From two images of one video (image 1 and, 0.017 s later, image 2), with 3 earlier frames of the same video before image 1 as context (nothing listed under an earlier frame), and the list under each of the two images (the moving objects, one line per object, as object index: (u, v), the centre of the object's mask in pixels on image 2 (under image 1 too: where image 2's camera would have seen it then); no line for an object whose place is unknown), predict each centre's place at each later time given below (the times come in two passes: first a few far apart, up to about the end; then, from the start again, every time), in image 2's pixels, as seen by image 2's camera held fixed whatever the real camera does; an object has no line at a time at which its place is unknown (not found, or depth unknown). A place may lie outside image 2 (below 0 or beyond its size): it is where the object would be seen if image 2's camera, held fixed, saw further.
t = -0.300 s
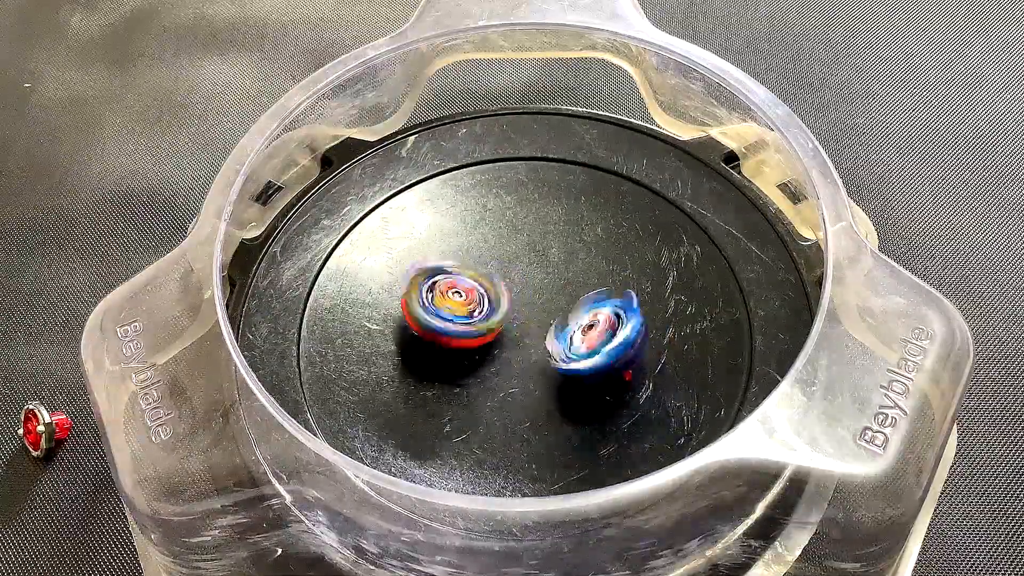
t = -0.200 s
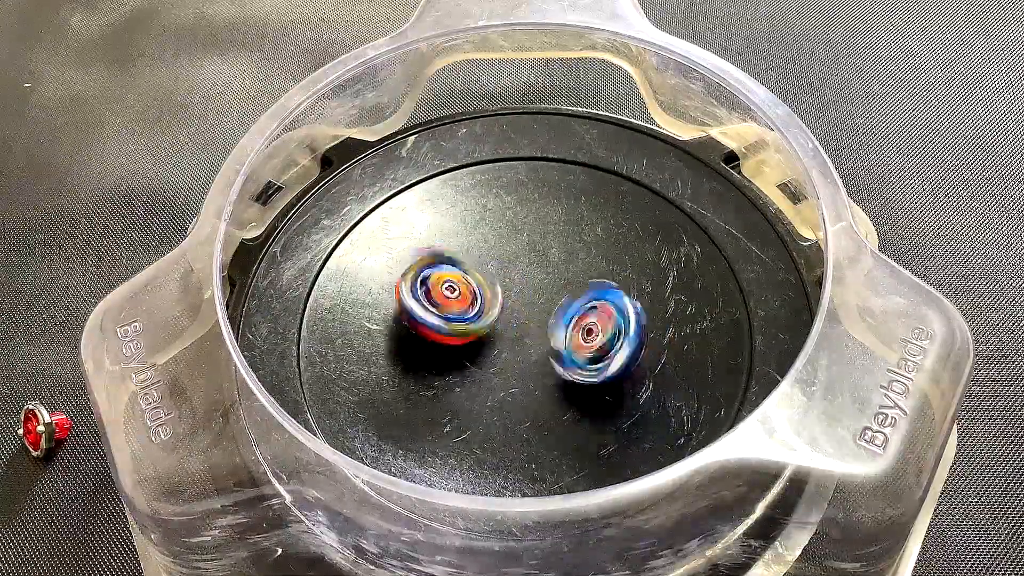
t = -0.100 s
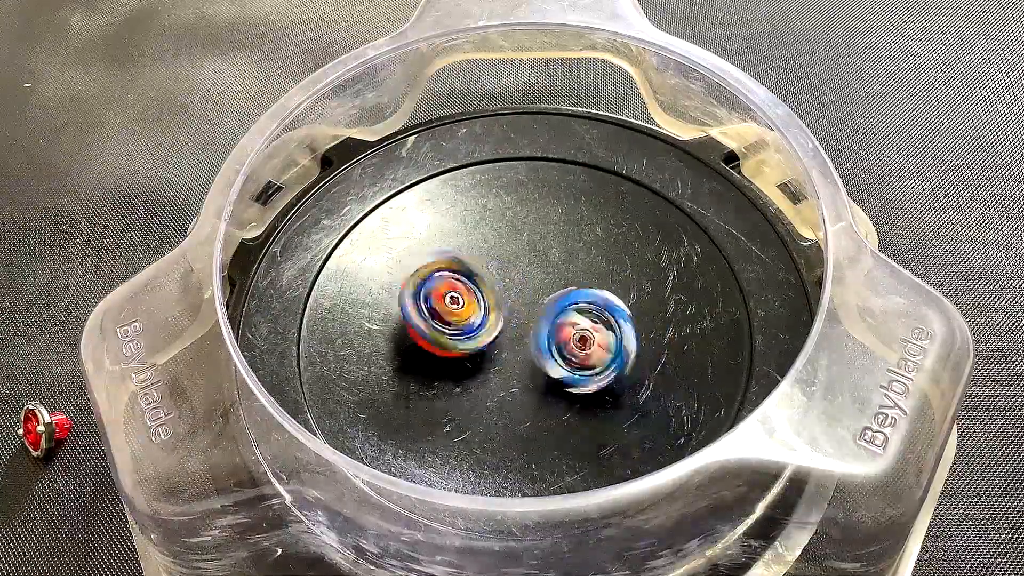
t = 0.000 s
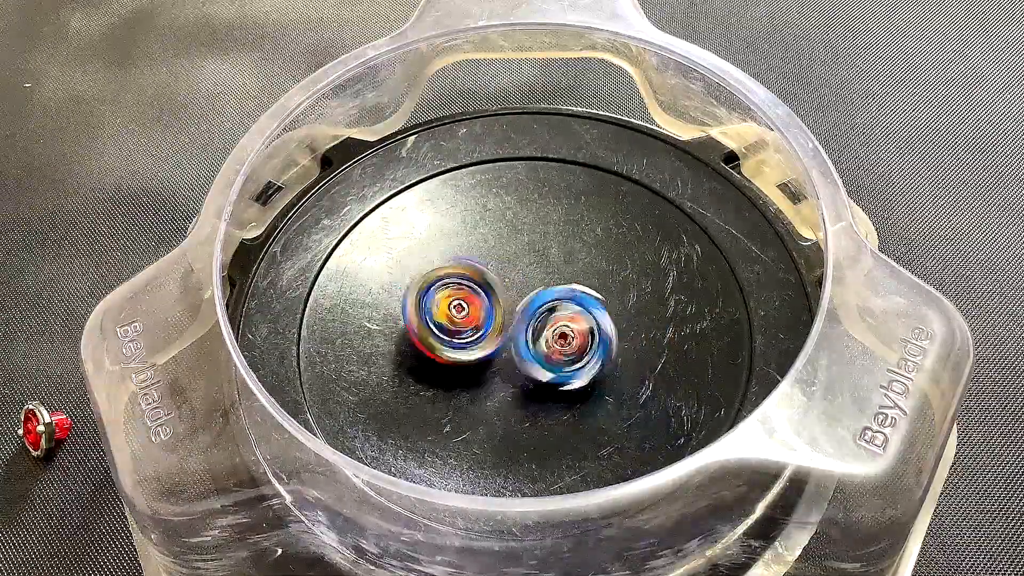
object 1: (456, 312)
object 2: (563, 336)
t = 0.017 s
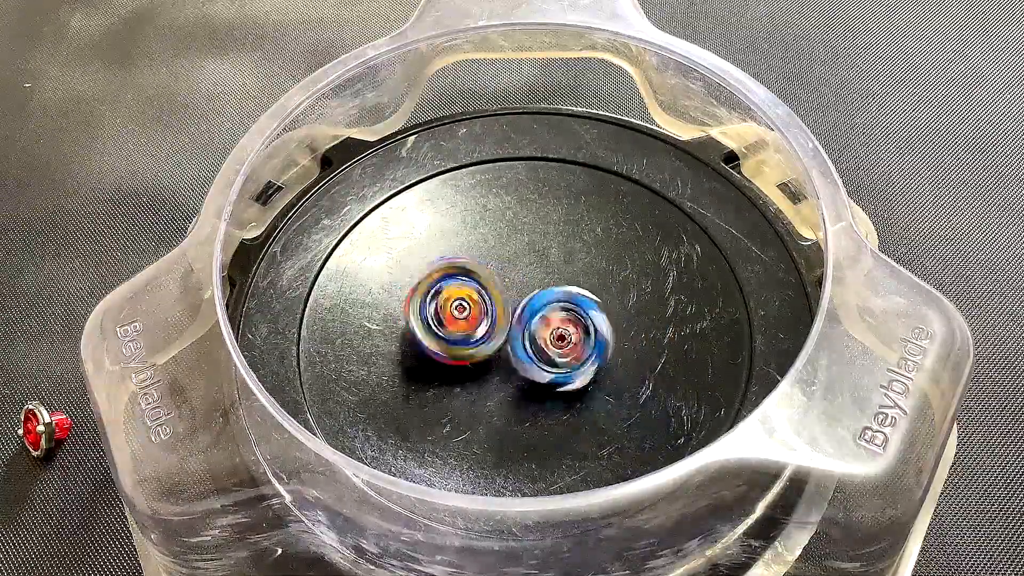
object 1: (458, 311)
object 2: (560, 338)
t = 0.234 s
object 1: (483, 288)
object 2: (579, 346)
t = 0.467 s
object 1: (525, 244)
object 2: (589, 346)
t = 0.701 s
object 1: (535, 244)
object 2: (555, 351)
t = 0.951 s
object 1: (522, 220)
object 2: (535, 423)
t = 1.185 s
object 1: (553, 277)
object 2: (524, 422)
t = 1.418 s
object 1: (629, 353)
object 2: (488, 374)
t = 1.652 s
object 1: (629, 342)
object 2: (490, 364)
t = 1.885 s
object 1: (602, 334)
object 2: (471, 353)
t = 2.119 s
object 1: (595, 323)
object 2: (470, 334)
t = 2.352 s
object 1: (559, 290)
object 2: (470, 335)
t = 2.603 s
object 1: (536, 269)
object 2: (468, 337)
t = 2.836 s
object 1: (548, 275)
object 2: (465, 337)
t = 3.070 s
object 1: (552, 296)
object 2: (465, 336)
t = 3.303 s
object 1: (551, 329)
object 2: (458, 340)
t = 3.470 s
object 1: (544, 350)
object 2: (458, 340)
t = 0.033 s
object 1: (459, 312)
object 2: (563, 336)
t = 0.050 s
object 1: (459, 311)
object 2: (561, 334)
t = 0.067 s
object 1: (461, 309)
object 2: (559, 332)
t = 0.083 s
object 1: (464, 307)
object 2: (559, 332)
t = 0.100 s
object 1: (466, 304)
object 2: (558, 333)
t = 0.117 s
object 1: (467, 301)
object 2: (561, 338)
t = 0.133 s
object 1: (469, 299)
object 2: (565, 339)
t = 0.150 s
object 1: (469, 297)
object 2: (567, 341)
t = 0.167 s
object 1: (471, 294)
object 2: (570, 340)
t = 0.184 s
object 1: (474, 291)
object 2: (572, 339)
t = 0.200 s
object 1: (478, 290)
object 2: (575, 342)
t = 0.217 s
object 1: (482, 289)
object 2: (577, 345)
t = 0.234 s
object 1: (483, 288)
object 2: (579, 346)
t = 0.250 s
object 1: (487, 285)
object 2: (579, 344)
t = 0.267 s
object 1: (490, 283)
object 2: (579, 344)
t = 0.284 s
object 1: (494, 282)
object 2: (580, 345)
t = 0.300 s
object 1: (499, 280)
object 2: (581, 343)
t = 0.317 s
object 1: (502, 277)
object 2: (580, 341)
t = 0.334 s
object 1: (505, 274)
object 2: (580, 340)
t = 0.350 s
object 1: (508, 268)
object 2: (582, 338)
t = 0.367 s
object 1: (510, 264)
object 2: (583, 337)
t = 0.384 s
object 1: (511, 260)
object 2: (585, 338)
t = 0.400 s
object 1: (513, 254)
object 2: (589, 338)
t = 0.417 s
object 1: (516, 252)
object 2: (590, 340)
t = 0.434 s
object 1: (519, 249)
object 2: (591, 342)
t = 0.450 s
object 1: (522, 244)
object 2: (591, 345)
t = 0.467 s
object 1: (525, 244)
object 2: (589, 346)
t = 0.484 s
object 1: (528, 241)
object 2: (586, 350)
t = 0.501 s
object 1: (530, 240)
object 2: (583, 354)
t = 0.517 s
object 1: (533, 240)
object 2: (581, 359)
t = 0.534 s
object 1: (535, 238)
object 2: (581, 362)
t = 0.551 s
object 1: (537, 239)
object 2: (581, 361)
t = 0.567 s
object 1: (538, 237)
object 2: (579, 358)
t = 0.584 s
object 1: (539, 238)
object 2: (575, 357)
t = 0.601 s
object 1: (540, 238)
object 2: (573, 359)
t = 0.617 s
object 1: (539, 239)
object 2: (571, 359)
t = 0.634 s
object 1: (538, 239)
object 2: (568, 356)
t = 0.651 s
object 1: (538, 241)
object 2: (564, 356)
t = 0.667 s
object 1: (537, 241)
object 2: (562, 357)
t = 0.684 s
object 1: (537, 243)
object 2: (558, 354)
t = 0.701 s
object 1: (535, 244)
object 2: (555, 351)
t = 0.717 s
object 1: (533, 245)
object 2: (554, 351)
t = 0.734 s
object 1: (533, 246)
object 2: (550, 346)
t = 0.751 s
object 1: (531, 247)
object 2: (546, 342)
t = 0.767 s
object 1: (531, 248)
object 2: (545, 341)
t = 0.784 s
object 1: (531, 249)
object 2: (542, 342)
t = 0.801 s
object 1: (530, 245)
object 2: (543, 351)
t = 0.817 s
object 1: (530, 237)
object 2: (543, 360)
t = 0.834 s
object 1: (528, 231)
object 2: (543, 369)
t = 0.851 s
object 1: (528, 227)
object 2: (542, 380)
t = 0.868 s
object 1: (525, 223)
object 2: (542, 389)
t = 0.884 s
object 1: (524, 220)
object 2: (541, 396)
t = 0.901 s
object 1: (523, 219)
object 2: (539, 402)
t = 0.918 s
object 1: (523, 219)
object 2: (538, 410)
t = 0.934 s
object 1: (522, 220)
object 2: (537, 417)
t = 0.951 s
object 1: (522, 220)
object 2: (535, 423)
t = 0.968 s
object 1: (522, 221)
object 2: (533, 427)
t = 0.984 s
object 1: (523, 223)
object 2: (530, 430)
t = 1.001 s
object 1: (524, 225)
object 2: (529, 432)
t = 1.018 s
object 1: (526, 227)
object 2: (527, 434)
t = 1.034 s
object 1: (528, 230)
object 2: (526, 436)
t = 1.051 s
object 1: (531, 235)
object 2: (525, 437)
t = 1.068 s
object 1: (532, 237)
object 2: (524, 437)
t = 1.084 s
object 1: (535, 243)
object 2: (523, 437)
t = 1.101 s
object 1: (538, 246)
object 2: (522, 435)
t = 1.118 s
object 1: (541, 252)
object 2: (522, 434)
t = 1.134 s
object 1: (545, 257)
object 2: (523, 432)
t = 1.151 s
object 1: (547, 264)
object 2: (523, 429)
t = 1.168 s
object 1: (551, 268)
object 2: (524, 426)
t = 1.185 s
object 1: (553, 277)
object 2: (524, 422)
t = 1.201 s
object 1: (557, 282)
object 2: (524, 419)
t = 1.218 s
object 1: (560, 290)
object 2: (525, 416)
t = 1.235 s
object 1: (565, 296)
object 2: (525, 414)
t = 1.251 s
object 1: (568, 304)
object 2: (525, 410)
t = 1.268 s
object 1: (573, 309)
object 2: (526, 403)
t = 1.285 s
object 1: (577, 317)
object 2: (525, 397)
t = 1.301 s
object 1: (579, 325)
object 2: (522, 392)
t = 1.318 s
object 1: (585, 331)
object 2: (516, 388)
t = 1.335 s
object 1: (596, 333)
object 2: (511, 386)
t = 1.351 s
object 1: (602, 339)
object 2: (505, 385)
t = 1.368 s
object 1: (609, 342)
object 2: (499, 383)
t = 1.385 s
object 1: (616, 345)
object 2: (495, 380)
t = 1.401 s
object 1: (622, 348)
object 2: (492, 378)
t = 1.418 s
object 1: (629, 353)
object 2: (488, 374)
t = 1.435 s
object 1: (631, 355)
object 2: (487, 372)
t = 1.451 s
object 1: (637, 356)
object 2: (486, 370)
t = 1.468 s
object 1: (638, 360)
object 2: (486, 368)
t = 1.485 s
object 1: (639, 359)
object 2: (487, 366)
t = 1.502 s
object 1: (639, 361)
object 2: (487, 365)
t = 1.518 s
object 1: (639, 360)
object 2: (488, 364)
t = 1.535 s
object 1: (639, 360)
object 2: (488, 364)
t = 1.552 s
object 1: (637, 359)
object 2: (489, 364)
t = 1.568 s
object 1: (636, 357)
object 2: (489, 364)
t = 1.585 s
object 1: (633, 356)
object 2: (490, 364)
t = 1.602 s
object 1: (633, 352)
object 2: (490, 364)
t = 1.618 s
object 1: (632, 350)
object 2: (490, 364)
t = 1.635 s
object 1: (629, 347)
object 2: (490, 364)
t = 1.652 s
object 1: (629, 342)
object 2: (490, 364)
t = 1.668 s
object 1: (626, 341)
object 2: (490, 364)
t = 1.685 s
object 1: (624, 338)
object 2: (490, 364)
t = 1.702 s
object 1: (621, 336)
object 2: (490, 364)
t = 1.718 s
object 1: (619, 334)
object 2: (490, 364)
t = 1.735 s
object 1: (617, 332)
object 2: (490, 363)
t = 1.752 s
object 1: (613, 331)
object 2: (490, 364)
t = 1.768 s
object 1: (610, 330)
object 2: (491, 364)
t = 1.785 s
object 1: (606, 330)
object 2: (490, 363)
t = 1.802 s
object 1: (602, 330)
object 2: (490, 363)
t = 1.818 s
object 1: (598, 330)
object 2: (490, 364)
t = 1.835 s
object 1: (597, 331)
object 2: (487, 362)
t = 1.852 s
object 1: (600, 333)
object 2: (480, 360)
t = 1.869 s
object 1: (601, 333)
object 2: (477, 356)
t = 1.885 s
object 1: (602, 334)
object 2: (471, 353)
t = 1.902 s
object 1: (603, 333)
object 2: (467, 350)
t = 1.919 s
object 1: (604, 333)
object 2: (464, 348)
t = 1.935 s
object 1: (605, 333)
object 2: (463, 346)
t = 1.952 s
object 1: (605, 333)
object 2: (465, 344)
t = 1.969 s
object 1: (604, 332)
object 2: (466, 342)
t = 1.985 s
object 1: (604, 333)
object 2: (467, 340)
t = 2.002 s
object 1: (603, 333)
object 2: (467, 339)
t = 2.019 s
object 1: (602, 332)
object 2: (468, 337)
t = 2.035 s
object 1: (601, 332)
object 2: (468, 336)
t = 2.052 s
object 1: (600, 330)
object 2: (469, 335)
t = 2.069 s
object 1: (599, 328)
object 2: (469, 335)
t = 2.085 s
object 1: (599, 327)
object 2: (470, 334)
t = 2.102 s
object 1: (597, 325)
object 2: (470, 334)
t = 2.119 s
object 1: (595, 323)
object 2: (470, 334)
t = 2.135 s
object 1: (594, 322)
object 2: (470, 334)
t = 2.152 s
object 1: (593, 320)
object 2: (470, 335)
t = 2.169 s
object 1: (590, 317)
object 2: (470, 335)
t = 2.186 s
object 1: (588, 316)
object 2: (471, 335)
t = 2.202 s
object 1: (586, 313)
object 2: (471, 335)
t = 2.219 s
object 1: (583, 310)
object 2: (472, 335)
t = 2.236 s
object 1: (581, 308)
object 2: (472, 335)
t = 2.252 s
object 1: (578, 305)
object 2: (472, 335)
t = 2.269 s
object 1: (574, 302)
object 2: (471, 335)
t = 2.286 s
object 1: (572, 300)
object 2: (471, 335)
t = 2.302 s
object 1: (569, 297)
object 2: (471, 336)
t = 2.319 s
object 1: (565, 295)
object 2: (471, 336)
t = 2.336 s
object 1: (563, 292)
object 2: (471, 335)
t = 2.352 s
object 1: (559, 290)
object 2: (470, 335)
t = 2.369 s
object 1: (555, 287)
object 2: (470, 335)
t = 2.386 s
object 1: (552, 286)
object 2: (470, 335)
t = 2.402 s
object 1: (549, 284)
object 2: (469, 336)
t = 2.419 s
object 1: (547, 281)
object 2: (469, 336)
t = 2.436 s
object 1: (545, 280)
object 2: (469, 335)
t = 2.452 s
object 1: (544, 279)
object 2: (468, 335)
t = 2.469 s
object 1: (542, 275)
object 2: (467, 336)
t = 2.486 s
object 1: (542, 275)
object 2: (467, 336)
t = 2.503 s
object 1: (541, 272)
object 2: (467, 336)
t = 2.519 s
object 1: (539, 271)
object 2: (468, 336)
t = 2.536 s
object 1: (538, 268)
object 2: (468, 337)
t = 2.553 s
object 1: (537, 269)
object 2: (468, 337)
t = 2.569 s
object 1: (536, 269)
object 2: (468, 337)
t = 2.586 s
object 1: (536, 268)
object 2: (468, 337)
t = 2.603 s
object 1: (536, 269)
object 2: (468, 337)
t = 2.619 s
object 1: (537, 270)
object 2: (468, 337)
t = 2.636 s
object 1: (537, 269)
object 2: (468, 337)
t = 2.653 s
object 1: (537, 270)
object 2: (468, 337)
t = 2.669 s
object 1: (537, 272)
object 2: (468, 337)
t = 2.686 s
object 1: (539, 273)
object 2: (465, 337)
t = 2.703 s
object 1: (541, 271)
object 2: (464, 337)
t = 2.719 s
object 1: (544, 275)
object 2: (463, 337)
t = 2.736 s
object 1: (544, 277)
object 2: (463, 336)
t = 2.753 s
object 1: (546, 278)
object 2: (463, 336)
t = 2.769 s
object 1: (545, 279)
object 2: (463, 336)
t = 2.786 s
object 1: (545, 279)
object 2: (464, 336)
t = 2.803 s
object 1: (545, 277)
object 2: (464, 336)
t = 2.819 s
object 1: (545, 277)
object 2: (465, 337)
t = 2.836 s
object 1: (548, 275)
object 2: (465, 337)
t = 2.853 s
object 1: (549, 276)
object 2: (465, 337)
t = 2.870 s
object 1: (549, 276)
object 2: (466, 337)
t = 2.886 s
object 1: (548, 278)
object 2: (466, 337)
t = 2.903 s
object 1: (548, 280)
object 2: (466, 337)
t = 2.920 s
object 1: (549, 280)
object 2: (466, 337)
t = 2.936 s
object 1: (549, 281)
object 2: (466, 337)
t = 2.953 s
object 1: (550, 282)
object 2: (466, 337)
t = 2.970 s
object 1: (551, 285)
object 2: (466, 337)
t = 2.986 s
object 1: (552, 287)
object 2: (466, 337)
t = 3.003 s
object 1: (553, 288)
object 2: (465, 337)
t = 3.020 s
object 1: (553, 291)
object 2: (466, 337)
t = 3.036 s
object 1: (552, 293)
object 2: (466, 337)
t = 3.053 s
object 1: (552, 295)
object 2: (465, 337)
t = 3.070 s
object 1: (552, 296)
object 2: (465, 336)
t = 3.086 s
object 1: (551, 299)
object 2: (464, 336)
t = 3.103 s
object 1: (550, 302)
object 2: (464, 336)
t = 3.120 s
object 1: (551, 304)
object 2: (463, 336)
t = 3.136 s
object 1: (550, 306)
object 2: (461, 337)
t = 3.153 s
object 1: (548, 310)
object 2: (462, 337)
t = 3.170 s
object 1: (549, 312)
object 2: (461, 338)
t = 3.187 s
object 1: (551, 315)
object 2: (461, 339)
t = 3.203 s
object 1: (551, 318)
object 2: (459, 340)
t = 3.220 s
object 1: (551, 320)
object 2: (459, 340)
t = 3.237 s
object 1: (550, 322)
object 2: (459, 340)
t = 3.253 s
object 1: (553, 324)
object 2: (458, 340)
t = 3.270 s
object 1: (553, 325)
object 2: (458, 340)
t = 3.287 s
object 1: (553, 327)
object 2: (457, 340)
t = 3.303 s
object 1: (551, 329)
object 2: (458, 340)
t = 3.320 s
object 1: (549, 330)
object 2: (458, 341)
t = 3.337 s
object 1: (548, 331)
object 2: (458, 341)
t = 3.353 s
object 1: (549, 333)
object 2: (458, 341)
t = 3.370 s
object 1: (549, 336)
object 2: (458, 341)
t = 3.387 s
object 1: (548, 338)
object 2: (459, 341)
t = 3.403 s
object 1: (548, 340)
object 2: (459, 341)
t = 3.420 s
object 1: (547, 343)
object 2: (459, 341)
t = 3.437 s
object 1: (546, 345)
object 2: (459, 340)
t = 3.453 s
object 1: (545, 347)
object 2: (459, 340)
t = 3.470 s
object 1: (544, 350)
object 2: (458, 340)
